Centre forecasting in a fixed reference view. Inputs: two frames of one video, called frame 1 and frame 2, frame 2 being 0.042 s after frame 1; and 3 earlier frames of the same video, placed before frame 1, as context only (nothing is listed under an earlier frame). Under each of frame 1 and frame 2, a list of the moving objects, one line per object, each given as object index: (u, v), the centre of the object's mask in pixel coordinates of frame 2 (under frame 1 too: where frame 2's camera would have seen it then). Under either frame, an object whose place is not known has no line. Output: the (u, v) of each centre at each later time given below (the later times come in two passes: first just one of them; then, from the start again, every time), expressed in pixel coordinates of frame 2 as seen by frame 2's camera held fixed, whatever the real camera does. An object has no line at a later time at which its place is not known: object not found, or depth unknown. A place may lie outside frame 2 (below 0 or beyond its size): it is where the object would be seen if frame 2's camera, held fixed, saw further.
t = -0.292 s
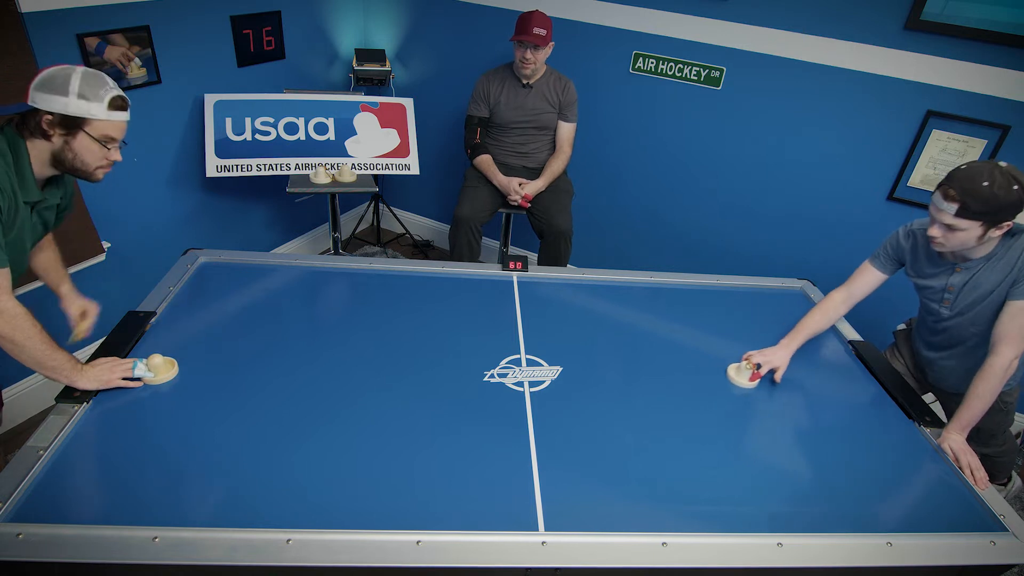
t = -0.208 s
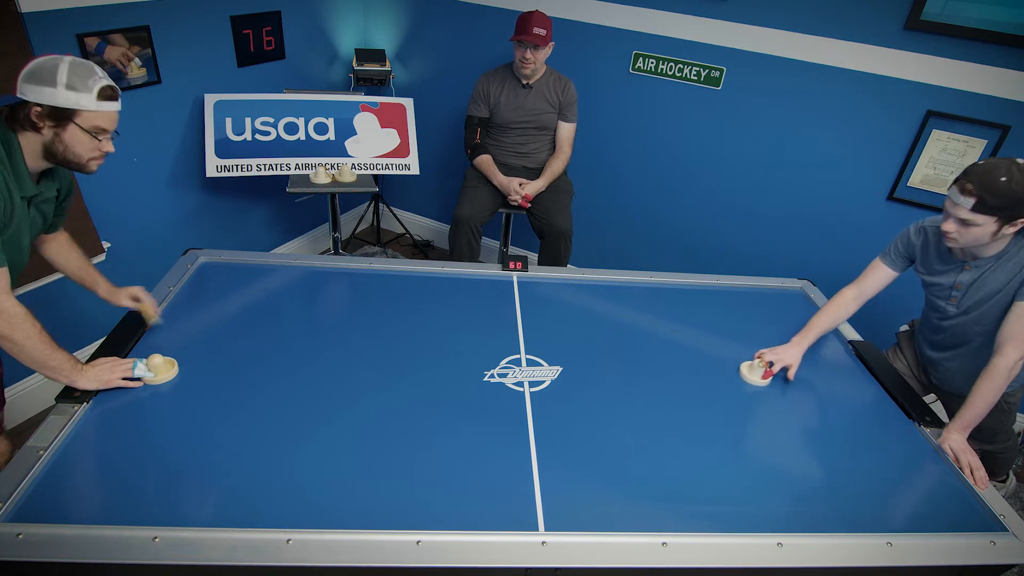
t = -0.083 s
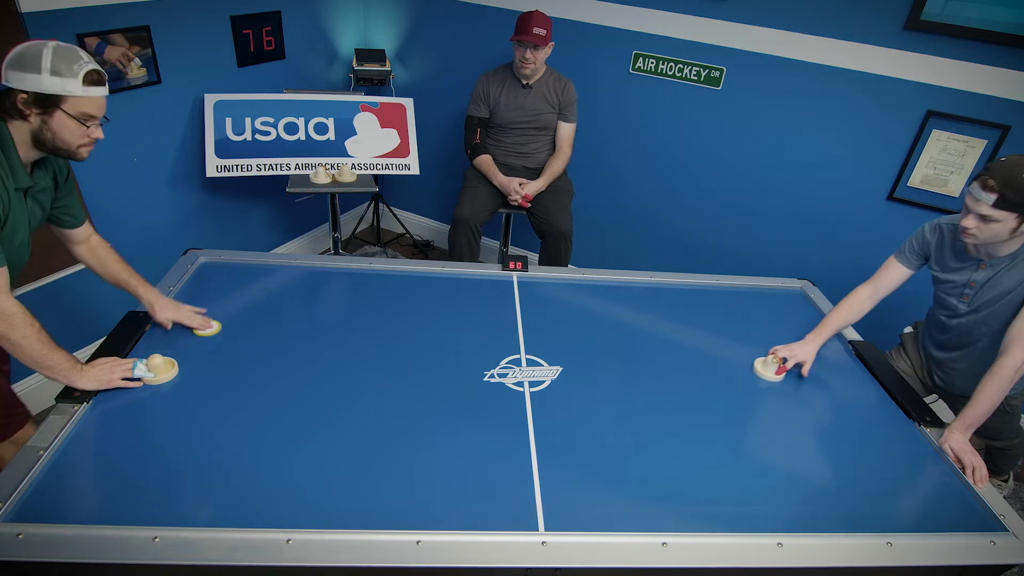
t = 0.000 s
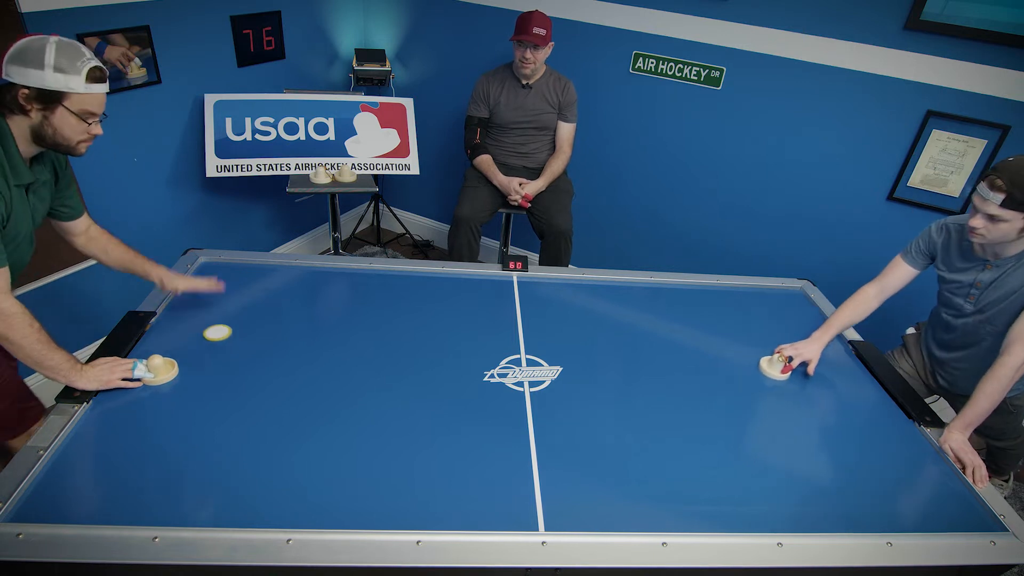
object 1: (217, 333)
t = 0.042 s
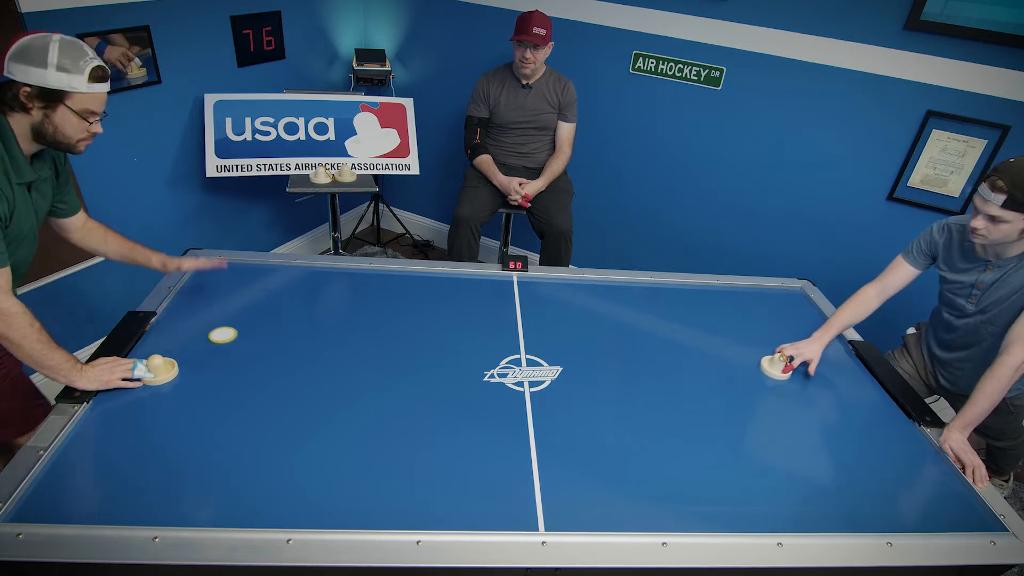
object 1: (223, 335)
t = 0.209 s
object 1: (244, 344)
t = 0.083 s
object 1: (228, 337)
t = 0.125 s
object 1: (233, 340)
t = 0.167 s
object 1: (239, 342)
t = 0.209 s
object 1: (244, 344)
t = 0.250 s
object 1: (250, 347)
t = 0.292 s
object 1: (256, 349)
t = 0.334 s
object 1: (262, 351)
